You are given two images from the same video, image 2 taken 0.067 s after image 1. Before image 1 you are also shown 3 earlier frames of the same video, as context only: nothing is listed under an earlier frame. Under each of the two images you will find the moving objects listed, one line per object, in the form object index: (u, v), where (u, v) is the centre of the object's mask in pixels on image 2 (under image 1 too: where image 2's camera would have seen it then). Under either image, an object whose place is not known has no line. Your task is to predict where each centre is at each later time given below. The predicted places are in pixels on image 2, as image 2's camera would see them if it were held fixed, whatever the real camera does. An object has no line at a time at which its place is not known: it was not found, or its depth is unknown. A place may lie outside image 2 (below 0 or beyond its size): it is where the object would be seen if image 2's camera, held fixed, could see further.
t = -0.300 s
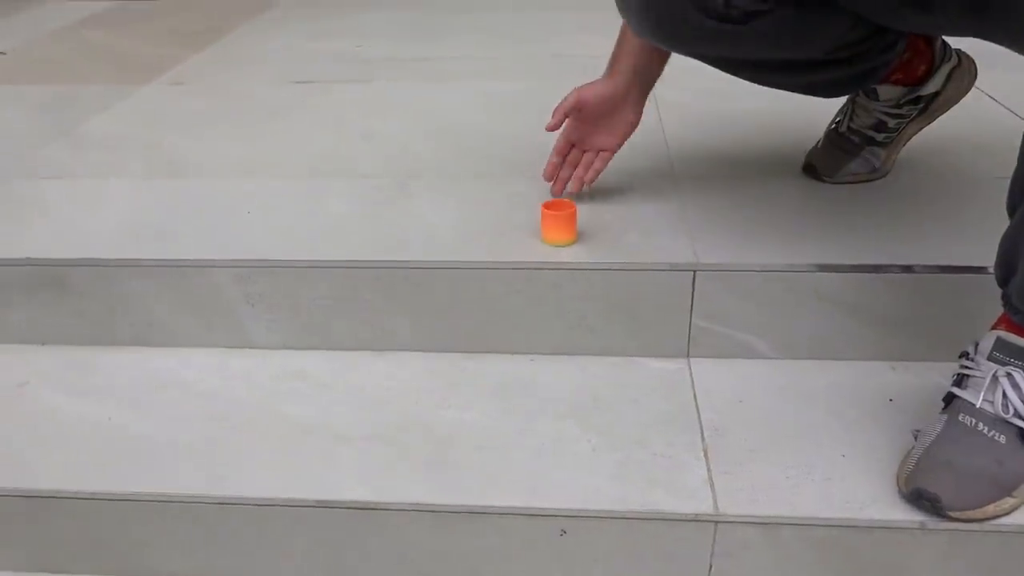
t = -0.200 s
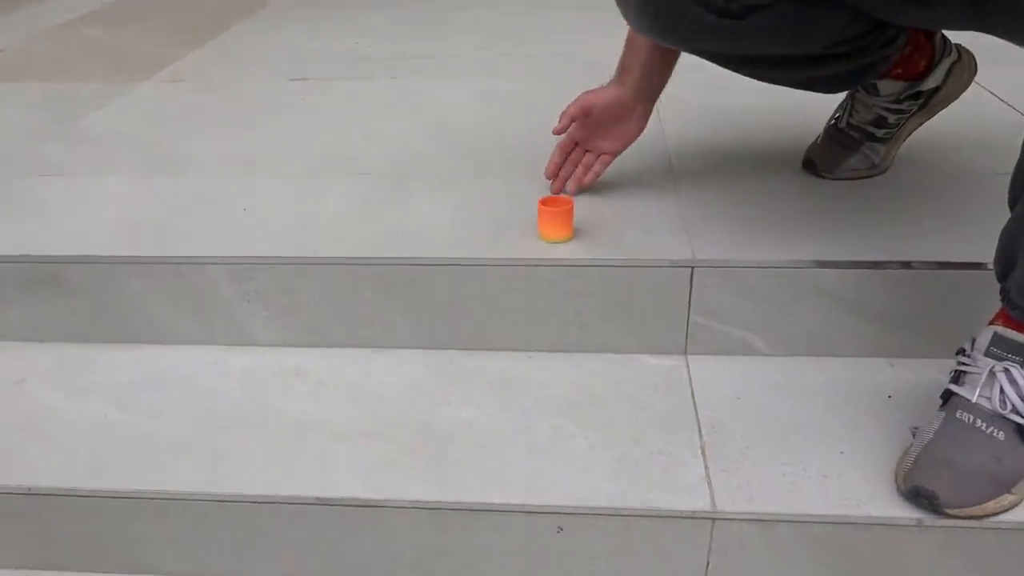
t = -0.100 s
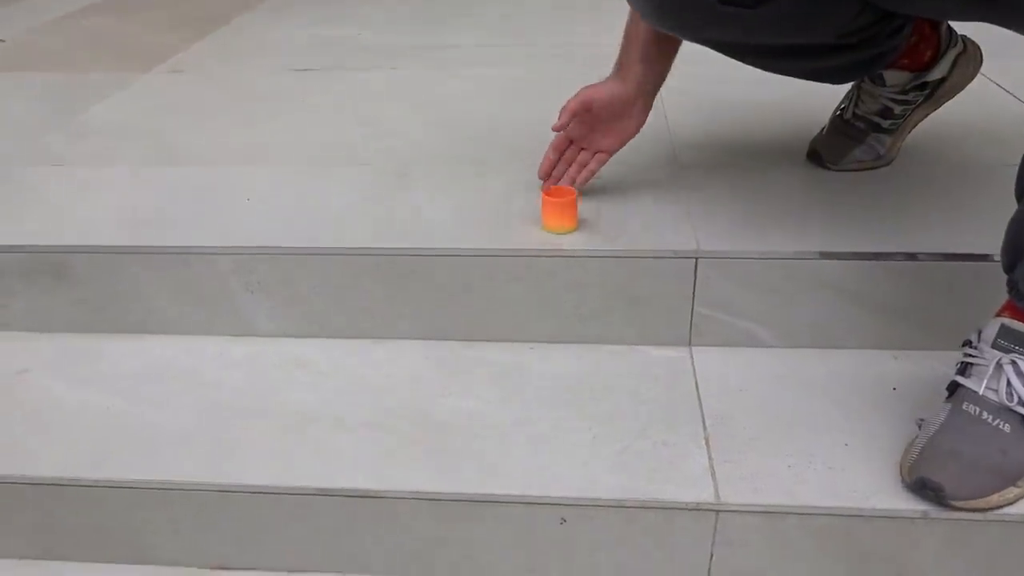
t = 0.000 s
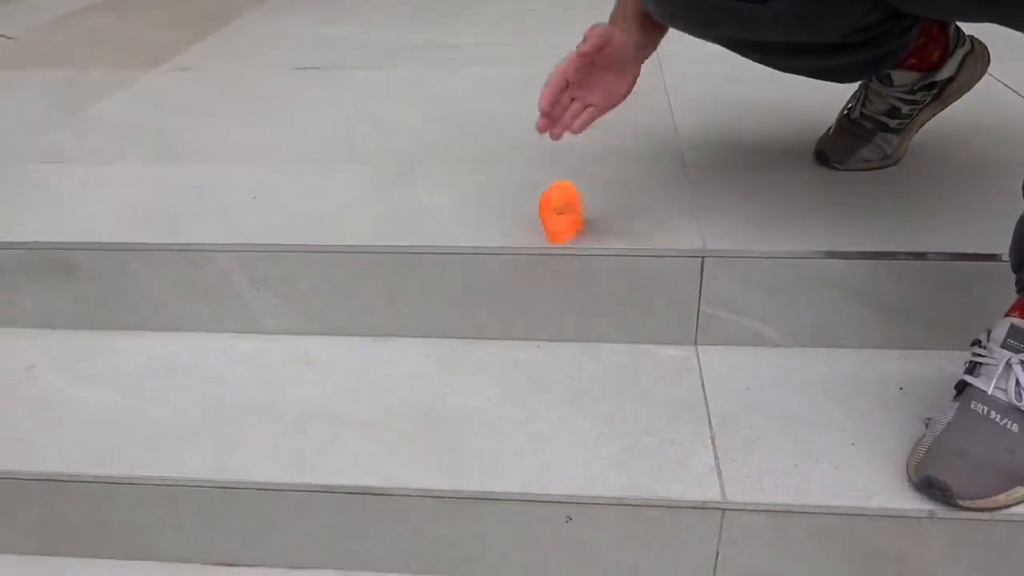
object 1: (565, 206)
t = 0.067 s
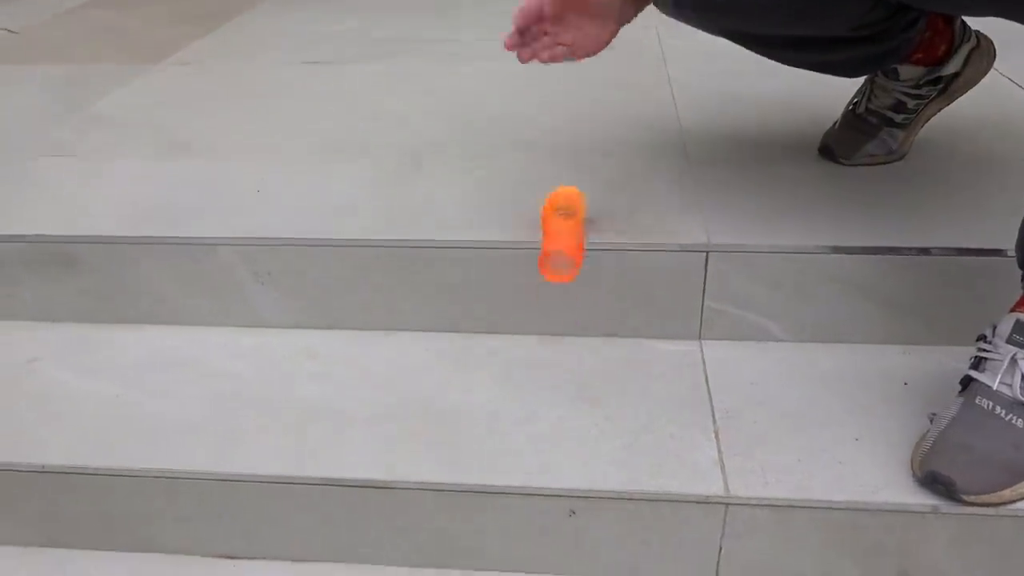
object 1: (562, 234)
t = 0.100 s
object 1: (561, 246)
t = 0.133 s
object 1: (562, 260)
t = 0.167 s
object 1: (561, 280)
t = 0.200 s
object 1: (558, 303)
